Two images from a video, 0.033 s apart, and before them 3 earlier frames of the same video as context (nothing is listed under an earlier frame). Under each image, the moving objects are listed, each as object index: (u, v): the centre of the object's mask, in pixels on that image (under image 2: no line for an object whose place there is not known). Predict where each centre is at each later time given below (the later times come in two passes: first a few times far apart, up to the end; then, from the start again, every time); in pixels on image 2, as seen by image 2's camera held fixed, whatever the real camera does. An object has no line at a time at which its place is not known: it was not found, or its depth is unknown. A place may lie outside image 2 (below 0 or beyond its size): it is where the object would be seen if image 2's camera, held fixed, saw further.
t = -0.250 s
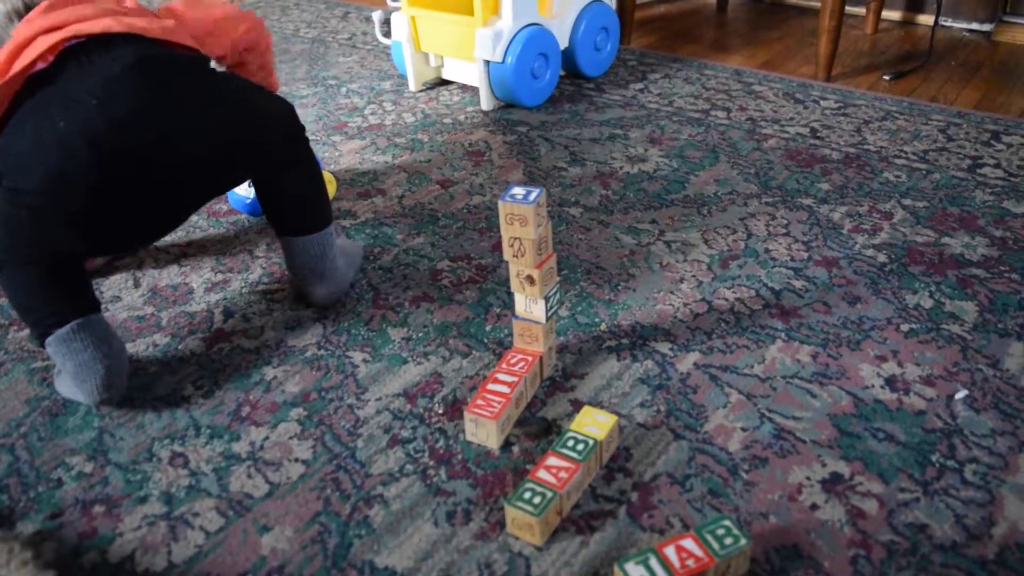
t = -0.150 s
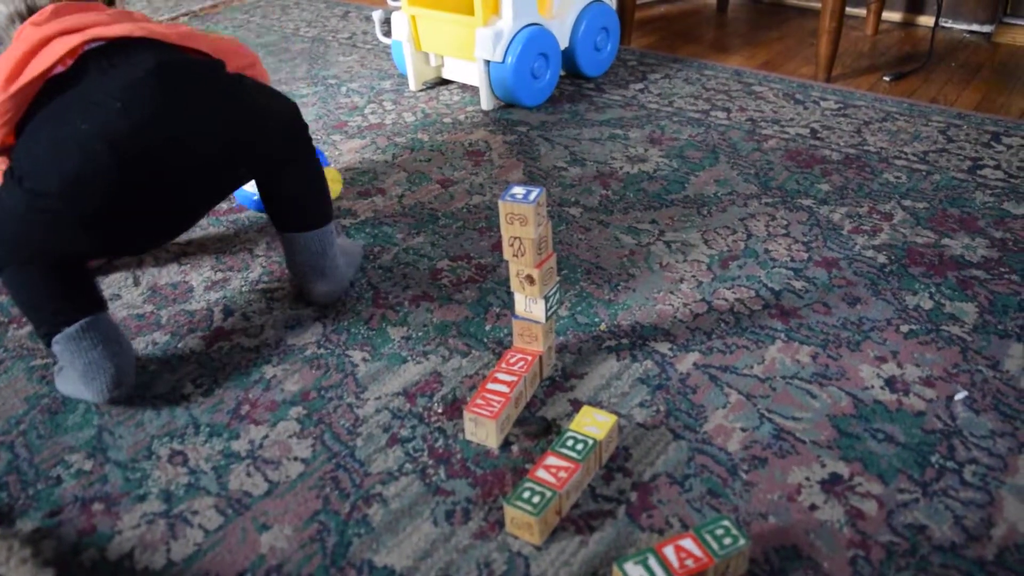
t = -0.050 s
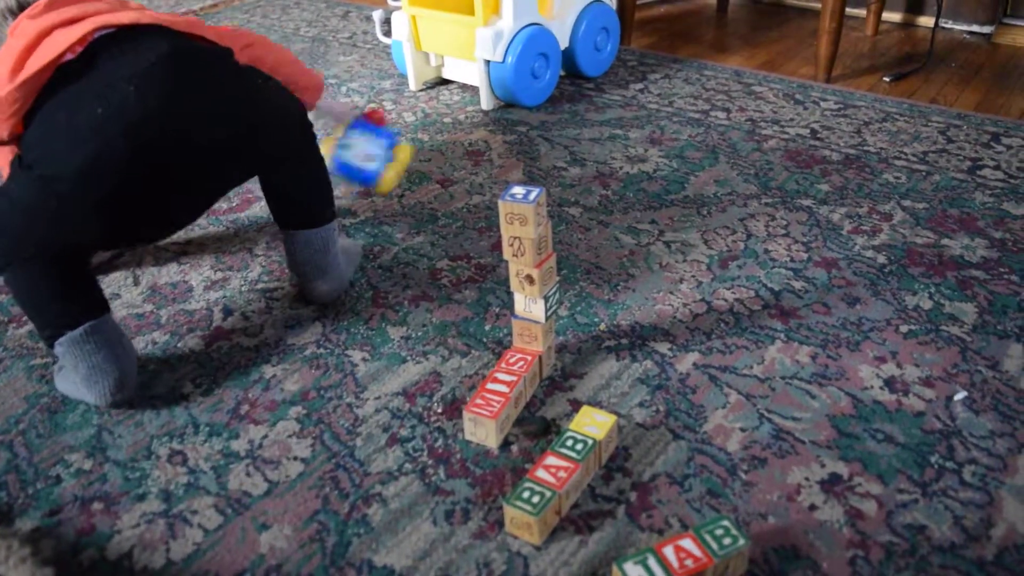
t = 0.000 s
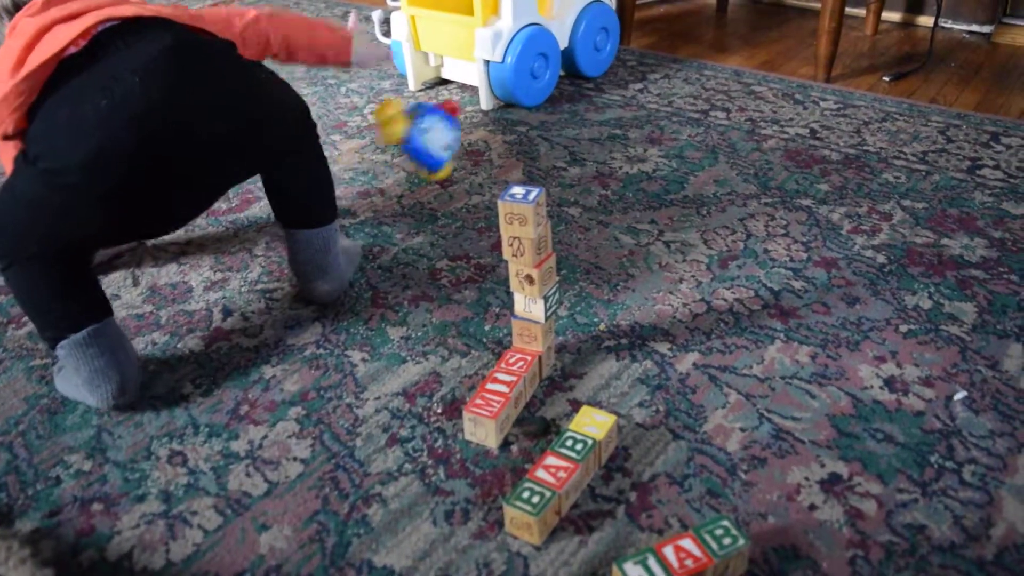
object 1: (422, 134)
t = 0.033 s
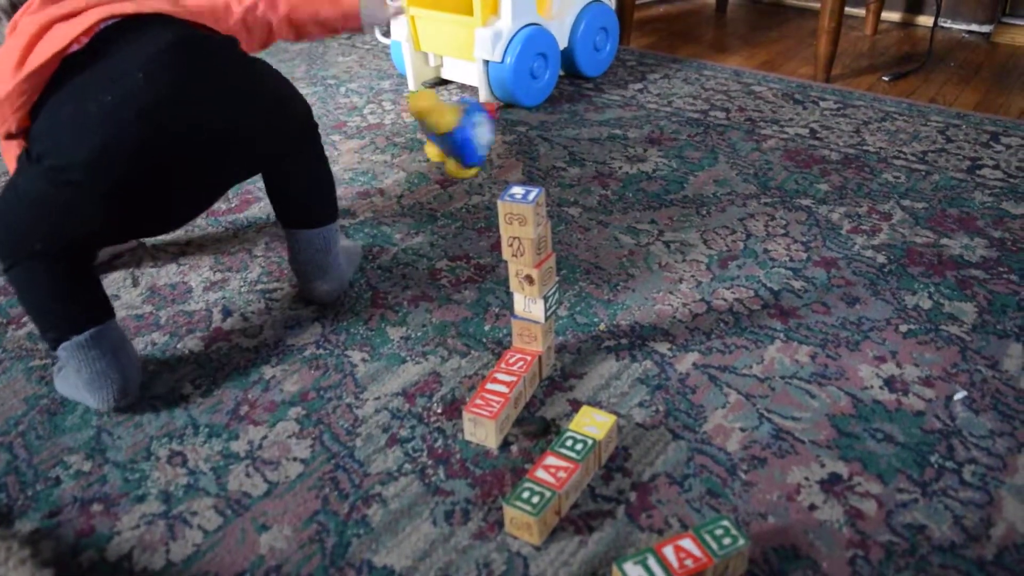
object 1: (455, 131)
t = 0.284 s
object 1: (594, 87)
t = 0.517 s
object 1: (651, 87)
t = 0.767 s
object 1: (686, 89)
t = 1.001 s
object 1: (684, 89)
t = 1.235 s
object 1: (669, 89)
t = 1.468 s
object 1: (669, 89)
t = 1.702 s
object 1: (672, 89)
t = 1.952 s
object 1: (669, 85)
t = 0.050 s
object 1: (467, 131)
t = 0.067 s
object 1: (479, 130)
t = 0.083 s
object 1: (494, 127)
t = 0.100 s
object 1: (505, 120)
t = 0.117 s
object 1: (517, 110)
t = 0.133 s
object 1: (526, 104)
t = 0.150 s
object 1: (535, 102)
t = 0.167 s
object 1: (543, 101)
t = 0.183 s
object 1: (550, 103)
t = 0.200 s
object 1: (559, 101)
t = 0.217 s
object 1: (570, 101)
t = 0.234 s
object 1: (579, 97)
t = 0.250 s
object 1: (585, 91)
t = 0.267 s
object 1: (590, 87)
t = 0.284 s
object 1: (594, 87)
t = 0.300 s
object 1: (598, 89)
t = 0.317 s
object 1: (601, 88)
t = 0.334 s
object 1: (604, 86)
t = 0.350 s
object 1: (606, 86)
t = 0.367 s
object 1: (610, 86)
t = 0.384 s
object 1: (615, 86)
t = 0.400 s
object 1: (620, 86)
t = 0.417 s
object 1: (626, 86)
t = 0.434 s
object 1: (632, 85)
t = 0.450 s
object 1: (637, 84)
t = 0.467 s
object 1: (642, 84)
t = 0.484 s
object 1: (645, 84)
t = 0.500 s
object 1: (648, 85)
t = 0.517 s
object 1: (651, 87)
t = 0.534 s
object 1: (655, 86)
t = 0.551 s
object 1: (659, 84)
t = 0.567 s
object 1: (663, 83)
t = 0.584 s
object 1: (667, 82)
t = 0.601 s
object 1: (670, 83)
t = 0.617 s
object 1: (673, 84)
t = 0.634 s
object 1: (676, 86)
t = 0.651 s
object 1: (678, 88)
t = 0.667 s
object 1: (679, 88)
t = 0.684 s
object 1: (681, 89)
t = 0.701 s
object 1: (682, 89)
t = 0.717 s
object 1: (683, 89)
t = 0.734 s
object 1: (684, 89)
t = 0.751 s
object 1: (685, 89)
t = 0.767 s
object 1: (686, 89)
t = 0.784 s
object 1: (686, 89)
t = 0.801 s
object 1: (686, 89)
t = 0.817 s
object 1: (687, 89)
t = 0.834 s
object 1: (687, 89)
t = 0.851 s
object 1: (687, 89)
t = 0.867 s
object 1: (687, 89)
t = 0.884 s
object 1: (687, 89)
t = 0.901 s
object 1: (687, 89)
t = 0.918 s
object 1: (687, 89)
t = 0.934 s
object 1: (686, 89)
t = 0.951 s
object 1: (686, 90)
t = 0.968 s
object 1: (685, 89)
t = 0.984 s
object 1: (685, 89)
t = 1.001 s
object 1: (684, 89)
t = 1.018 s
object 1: (684, 89)
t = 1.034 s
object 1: (683, 89)
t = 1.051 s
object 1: (682, 89)
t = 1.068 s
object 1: (681, 89)
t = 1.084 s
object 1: (680, 89)
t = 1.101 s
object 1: (679, 89)
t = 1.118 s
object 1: (678, 89)
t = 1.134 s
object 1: (677, 89)
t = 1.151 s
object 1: (676, 89)
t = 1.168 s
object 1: (674, 89)
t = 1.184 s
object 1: (673, 89)
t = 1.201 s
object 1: (671, 89)
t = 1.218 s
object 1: (670, 89)
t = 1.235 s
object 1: (669, 89)
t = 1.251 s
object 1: (667, 89)
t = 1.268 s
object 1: (667, 89)
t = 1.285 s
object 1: (666, 88)
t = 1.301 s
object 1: (665, 88)
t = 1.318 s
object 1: (665, 88)
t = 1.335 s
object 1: (665, 88)
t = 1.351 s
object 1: (664, 88)
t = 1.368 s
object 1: (665, 88)
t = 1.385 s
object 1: (665, 89)
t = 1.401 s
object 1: (666, 89)
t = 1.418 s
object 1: (667, 89)
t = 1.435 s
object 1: (668, 89)
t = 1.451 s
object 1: (668, 89)
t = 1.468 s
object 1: (669, 89)
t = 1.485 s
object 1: (670, 89)
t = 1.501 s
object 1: (670, 89)
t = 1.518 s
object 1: (670, 89)
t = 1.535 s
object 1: (671, 89)
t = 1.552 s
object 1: (671, 89)
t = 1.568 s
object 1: (672, 89)
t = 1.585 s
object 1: (672, 89)
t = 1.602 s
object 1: (672, 89)
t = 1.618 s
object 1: (673, 90)
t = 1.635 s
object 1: (673, 90)
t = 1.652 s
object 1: (673, 89)
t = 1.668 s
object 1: (673, 89)
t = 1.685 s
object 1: (672, 89)
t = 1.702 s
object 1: (672, 89)
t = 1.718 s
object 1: (671, 89)
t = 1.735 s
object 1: (671, 88)
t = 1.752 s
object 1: (670, 88)
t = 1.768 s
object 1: (669, 88)
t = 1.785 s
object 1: (669, 87)
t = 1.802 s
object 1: (669, 87)
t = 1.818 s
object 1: (669, 87)
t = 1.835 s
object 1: (669, 87)
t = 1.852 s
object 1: (669, 87)
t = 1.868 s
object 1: (669, 87)
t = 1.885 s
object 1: (669, 87)
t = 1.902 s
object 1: (669, 87)
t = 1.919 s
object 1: (669, 87)
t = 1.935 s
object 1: (669, 86)
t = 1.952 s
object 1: (669, 85)
